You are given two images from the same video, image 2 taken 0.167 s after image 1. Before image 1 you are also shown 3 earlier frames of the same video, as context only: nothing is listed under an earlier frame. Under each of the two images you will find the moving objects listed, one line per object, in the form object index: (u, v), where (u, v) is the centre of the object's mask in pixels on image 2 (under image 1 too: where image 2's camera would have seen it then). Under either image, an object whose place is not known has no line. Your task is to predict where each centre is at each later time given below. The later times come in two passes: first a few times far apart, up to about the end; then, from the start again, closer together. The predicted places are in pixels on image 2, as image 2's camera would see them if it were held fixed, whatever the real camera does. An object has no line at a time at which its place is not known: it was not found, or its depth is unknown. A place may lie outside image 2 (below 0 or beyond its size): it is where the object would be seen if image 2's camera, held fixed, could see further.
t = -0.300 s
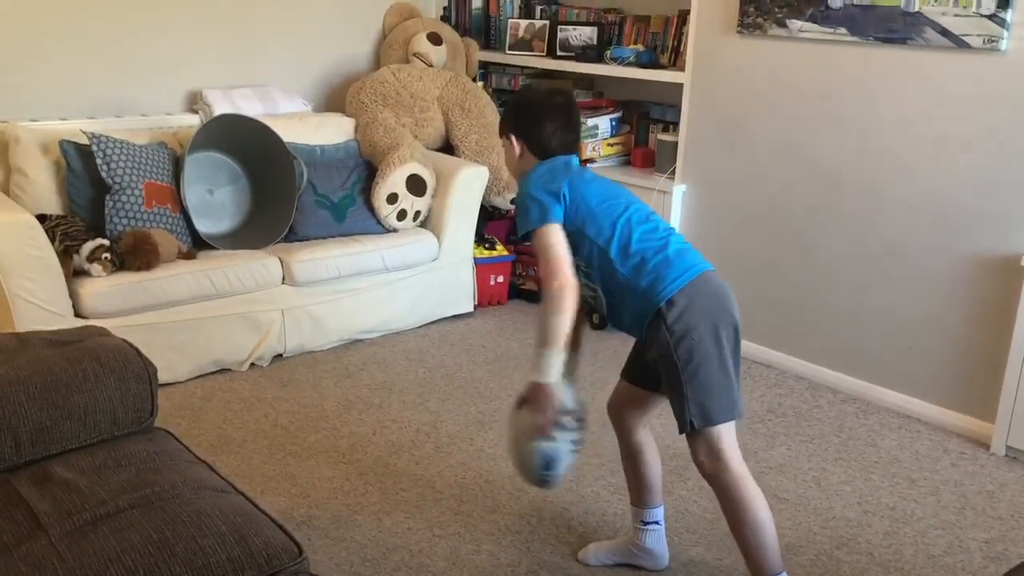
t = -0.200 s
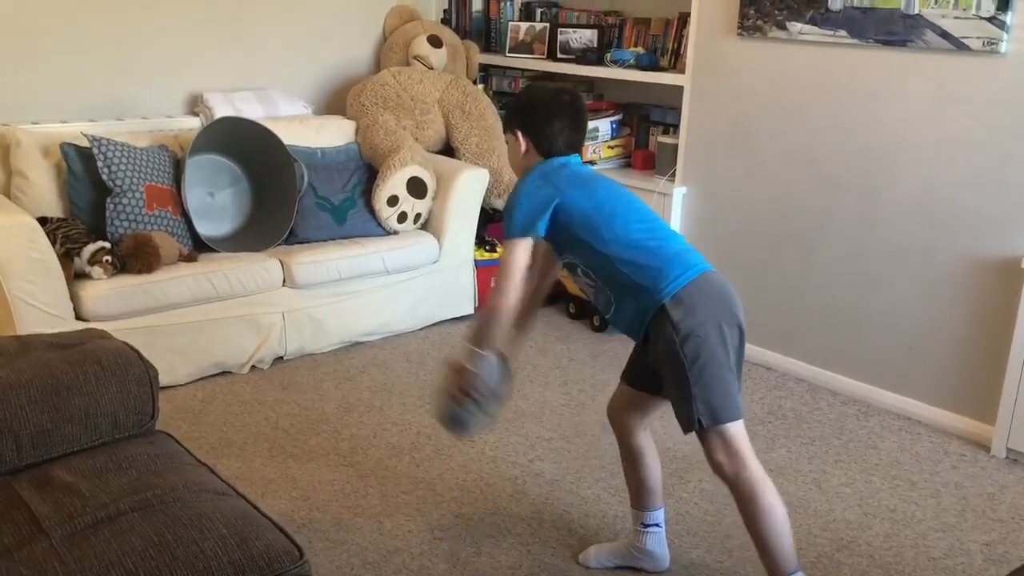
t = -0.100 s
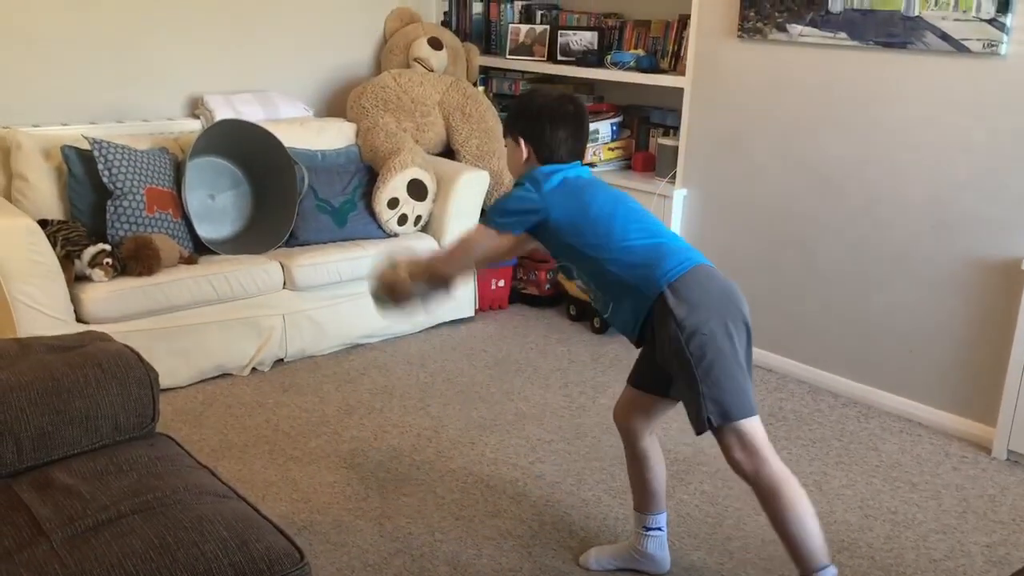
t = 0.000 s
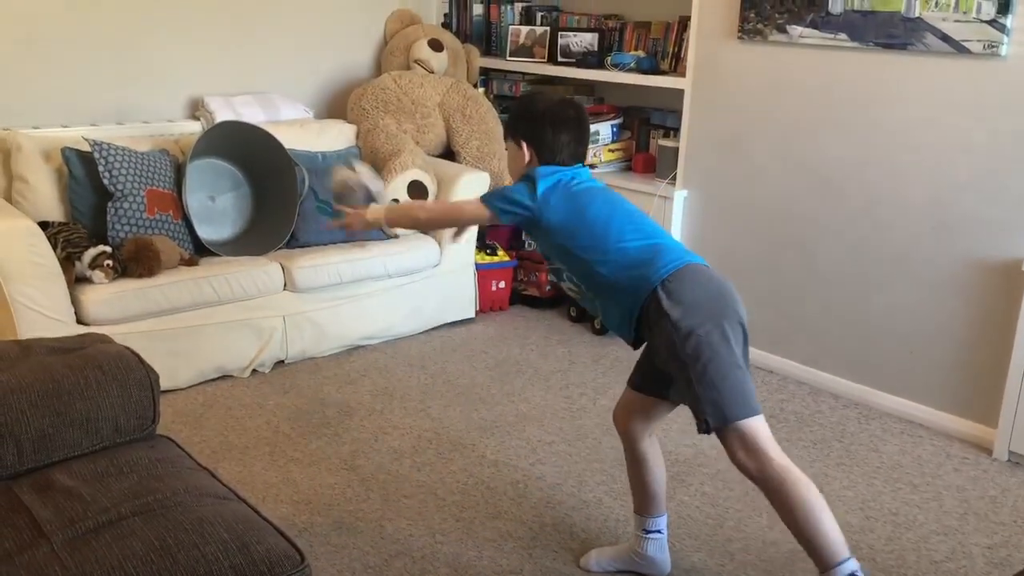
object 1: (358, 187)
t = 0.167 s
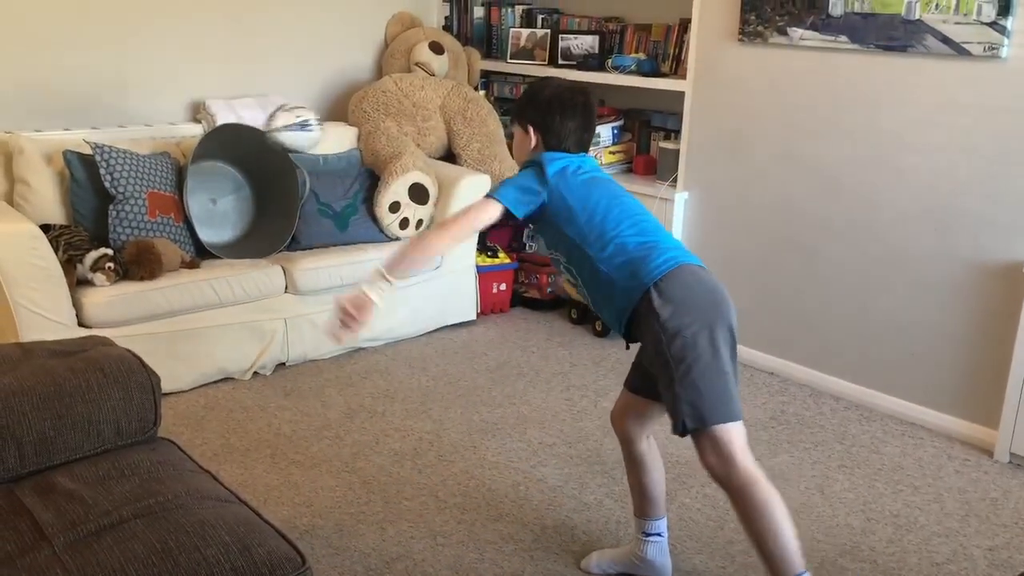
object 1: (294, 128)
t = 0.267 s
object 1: (266, 138)
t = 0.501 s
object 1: (232, 223)
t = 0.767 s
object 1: (215, 223)
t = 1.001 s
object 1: (209, 225)
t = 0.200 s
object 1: (285, 127)
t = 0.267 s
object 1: (266, 138)
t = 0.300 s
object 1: (258, 146)
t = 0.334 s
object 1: (253, 155)
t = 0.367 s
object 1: (250, 167)
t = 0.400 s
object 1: (241, 184)
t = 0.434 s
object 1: (234, 201)
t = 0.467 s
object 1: (233, 219)
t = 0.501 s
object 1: (232, 223)
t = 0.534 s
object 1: (230, 216)
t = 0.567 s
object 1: (228, 213)
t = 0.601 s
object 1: (227, 213)
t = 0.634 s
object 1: (225, 216)
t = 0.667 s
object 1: (223, 221)
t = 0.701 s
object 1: (221, 222)
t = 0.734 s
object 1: (218, 221)
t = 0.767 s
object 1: (215, 223)
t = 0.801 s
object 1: (213, 223)
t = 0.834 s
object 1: (211, 223)
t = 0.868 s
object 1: (210, 224)
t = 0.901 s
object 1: (209, 224)
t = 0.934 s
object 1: (209, 224)
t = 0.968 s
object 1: (209, 225)
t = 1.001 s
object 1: (209, 225)
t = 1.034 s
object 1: (209, 225)
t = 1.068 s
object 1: (209, 225)
